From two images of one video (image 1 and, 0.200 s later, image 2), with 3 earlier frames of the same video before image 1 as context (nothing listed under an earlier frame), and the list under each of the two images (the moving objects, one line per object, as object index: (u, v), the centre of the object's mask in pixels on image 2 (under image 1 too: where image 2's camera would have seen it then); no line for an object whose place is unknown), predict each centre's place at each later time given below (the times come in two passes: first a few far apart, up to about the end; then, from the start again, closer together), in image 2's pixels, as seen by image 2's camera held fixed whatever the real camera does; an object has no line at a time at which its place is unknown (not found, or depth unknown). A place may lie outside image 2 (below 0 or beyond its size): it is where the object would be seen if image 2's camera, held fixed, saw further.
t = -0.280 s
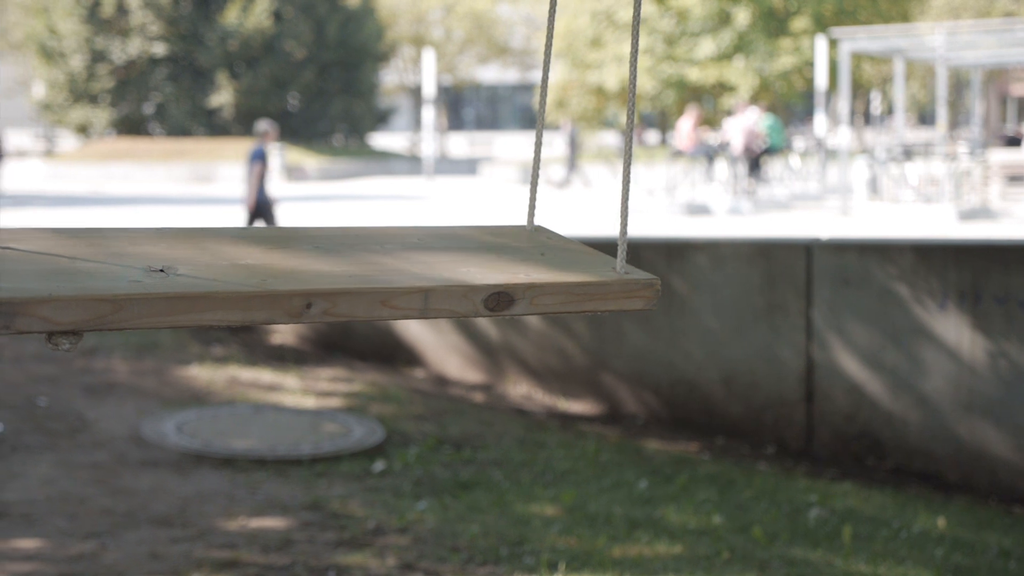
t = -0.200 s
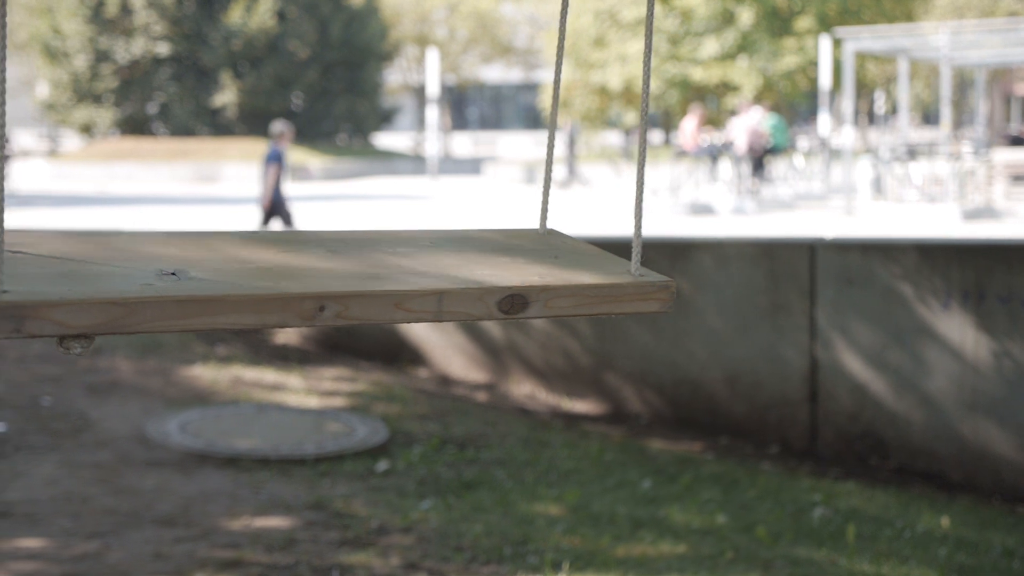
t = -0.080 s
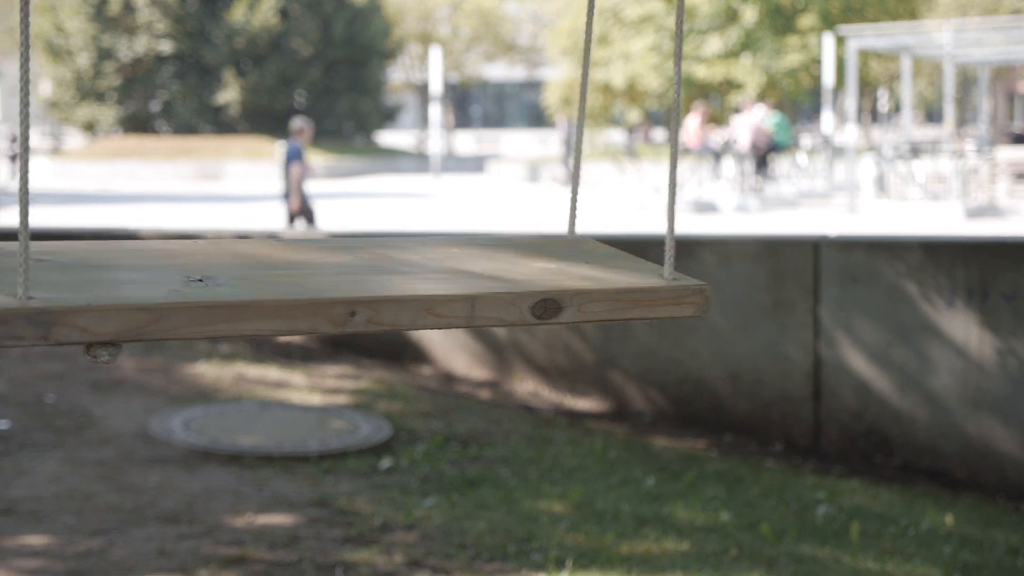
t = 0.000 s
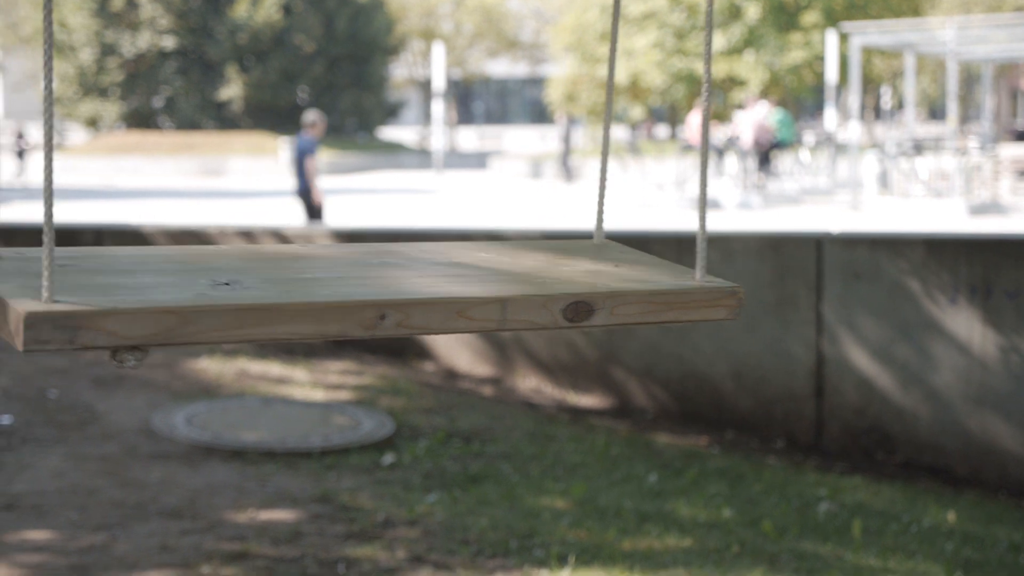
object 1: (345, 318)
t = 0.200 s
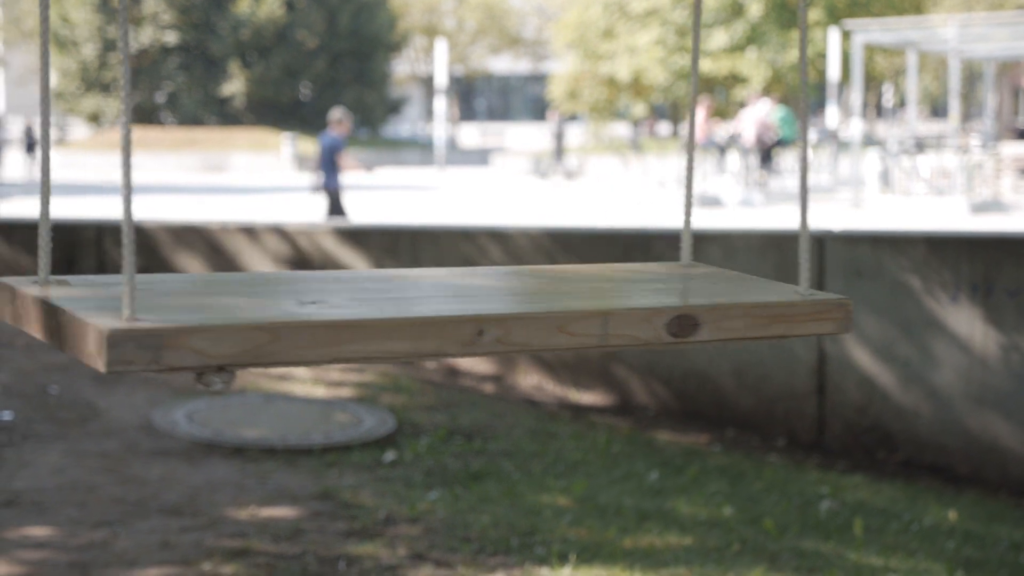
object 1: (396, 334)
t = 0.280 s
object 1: (442, 342)
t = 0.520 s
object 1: (573, 349)
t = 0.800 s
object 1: (649, 341)
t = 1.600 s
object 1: (539, 351)
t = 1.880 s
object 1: (387, 329)
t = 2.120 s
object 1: (327, 308)
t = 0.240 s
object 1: (416, 338)
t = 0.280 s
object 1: (442, 342)
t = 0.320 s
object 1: (467, 344)
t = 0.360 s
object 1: (490, 346)
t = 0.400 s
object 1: (515, 348)
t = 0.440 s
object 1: (542, 349)
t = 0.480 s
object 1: (558, 349)
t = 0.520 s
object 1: (573, 349)
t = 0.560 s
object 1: (586, 349)
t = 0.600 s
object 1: (596, 348)
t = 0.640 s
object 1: (609, 347)
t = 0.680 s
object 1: (621, 345)
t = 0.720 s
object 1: (636, 340)
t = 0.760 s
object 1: (642, 341)
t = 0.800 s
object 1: (649, 341)
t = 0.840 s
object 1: (654, 342)
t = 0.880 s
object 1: (659, 341)
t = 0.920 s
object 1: (662, 342)
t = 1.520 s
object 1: (580, 352)
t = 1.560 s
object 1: (564, 352)
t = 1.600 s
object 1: (539, 351)
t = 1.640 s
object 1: (516, 350)
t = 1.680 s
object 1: (489, 349)
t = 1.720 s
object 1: (466, 346)
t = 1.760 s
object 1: (444, 342)
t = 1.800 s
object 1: (425, 338)
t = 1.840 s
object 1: (407, 333)
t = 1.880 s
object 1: (387, 329)
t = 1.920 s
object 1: (370, 325)
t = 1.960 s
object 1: (358, 319)
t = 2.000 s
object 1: (347, 316)
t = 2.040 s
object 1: (340, 313)
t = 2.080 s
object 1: (334, 312)
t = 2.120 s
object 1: (327, 308)
